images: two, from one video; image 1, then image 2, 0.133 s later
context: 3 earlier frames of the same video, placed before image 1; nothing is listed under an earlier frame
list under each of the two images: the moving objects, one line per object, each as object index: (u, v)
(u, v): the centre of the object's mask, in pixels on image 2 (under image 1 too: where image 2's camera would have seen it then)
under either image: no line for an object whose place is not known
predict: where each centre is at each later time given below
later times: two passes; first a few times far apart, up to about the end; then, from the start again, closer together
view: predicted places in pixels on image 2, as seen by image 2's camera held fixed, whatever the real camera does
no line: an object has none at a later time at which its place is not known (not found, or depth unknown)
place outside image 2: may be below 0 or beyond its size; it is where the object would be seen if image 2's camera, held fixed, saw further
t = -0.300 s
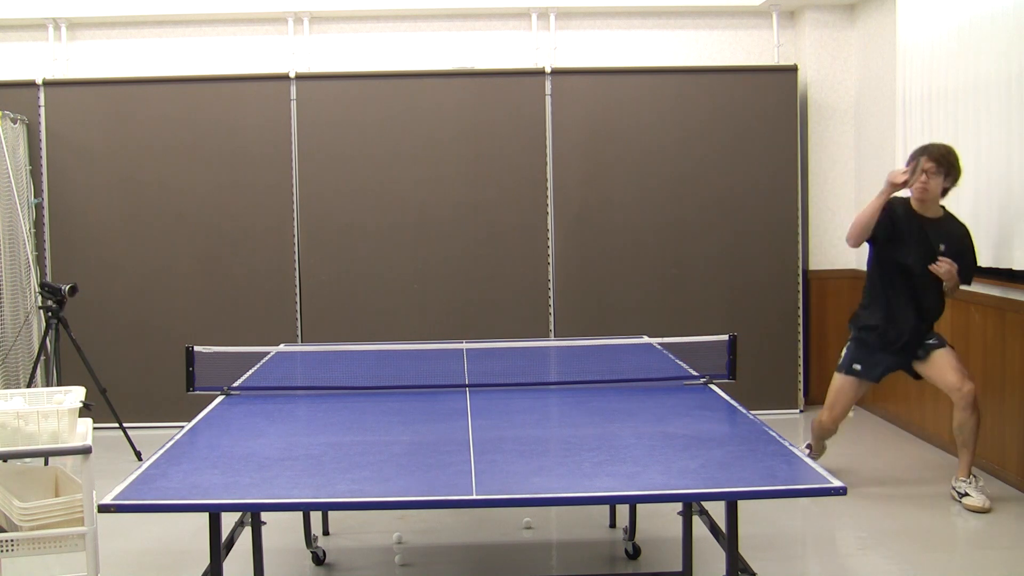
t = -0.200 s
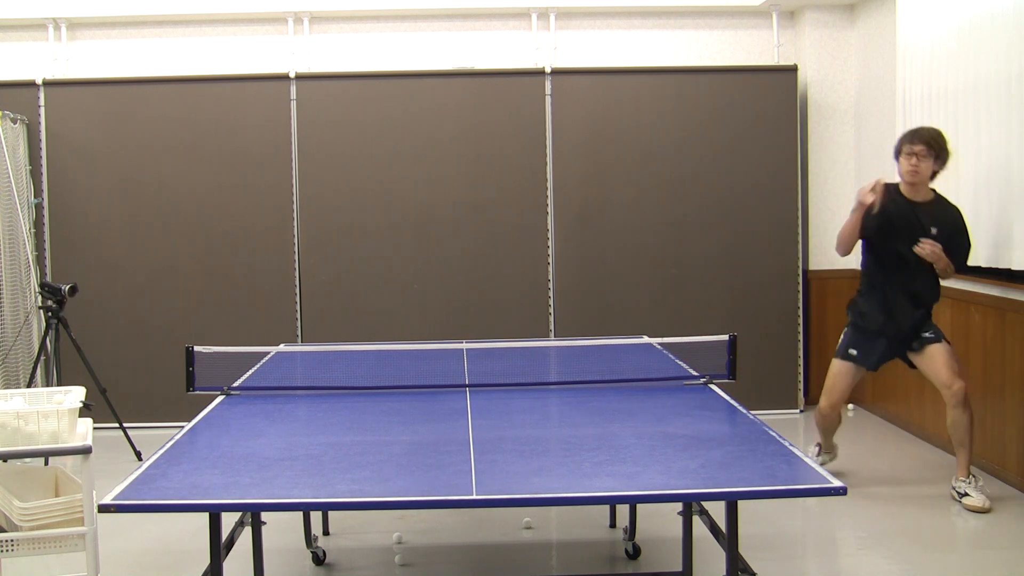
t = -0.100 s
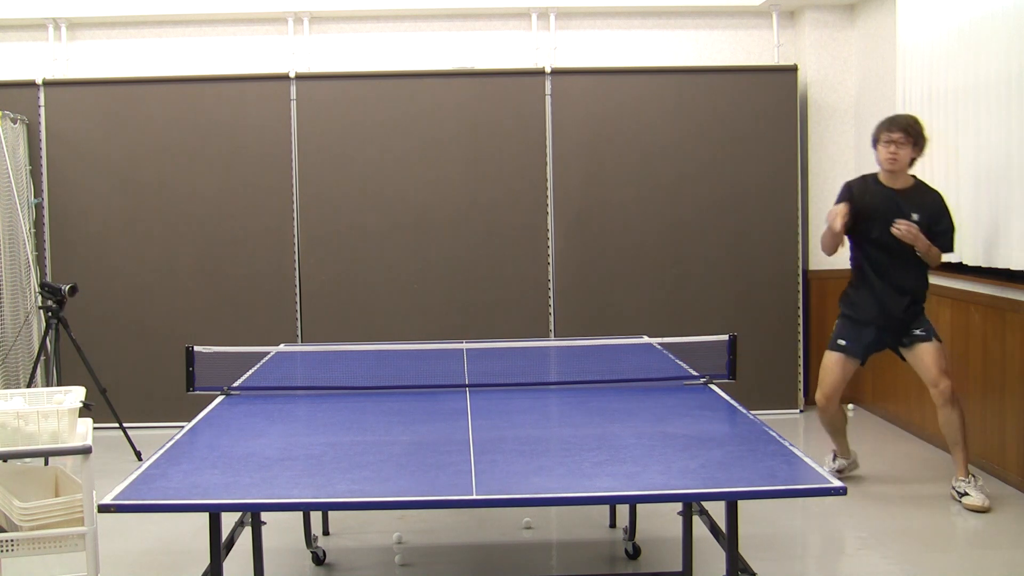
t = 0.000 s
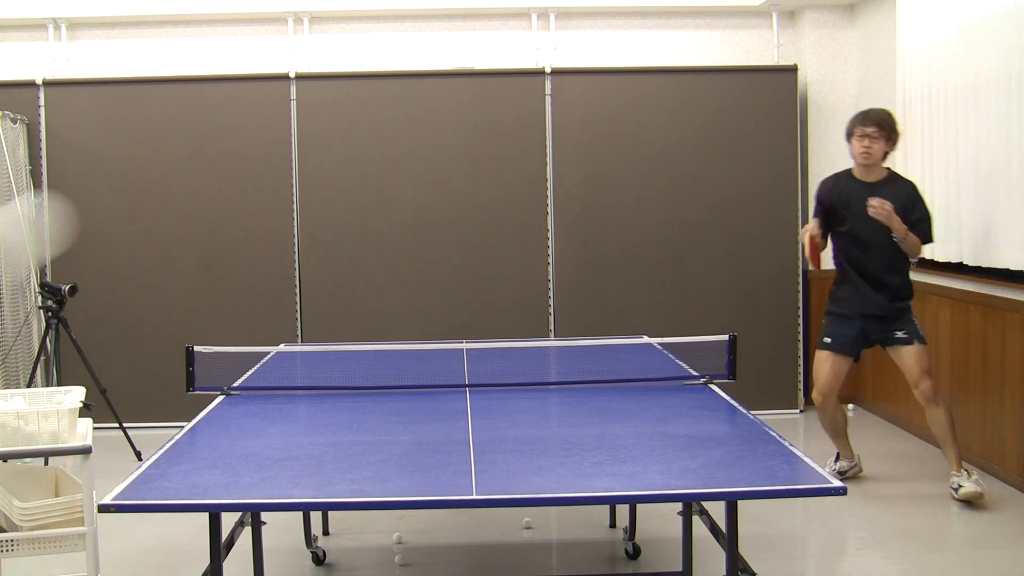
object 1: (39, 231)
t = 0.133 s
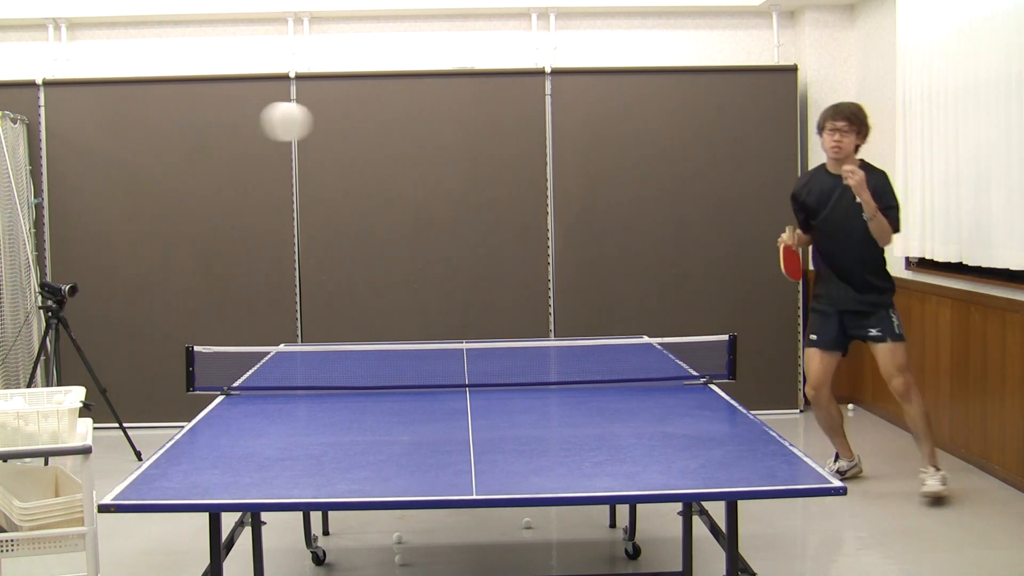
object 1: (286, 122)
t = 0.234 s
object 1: (360, 151)
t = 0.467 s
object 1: (427, 325)
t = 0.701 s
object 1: (438, 317)
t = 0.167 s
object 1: (318, 126)
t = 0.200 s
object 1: (341, 136)
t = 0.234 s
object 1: (360, 151)
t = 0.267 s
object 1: (376, 169)
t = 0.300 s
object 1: (389, 191)
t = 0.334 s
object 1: (399, 215)
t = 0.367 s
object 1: (408, 241)
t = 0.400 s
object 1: (415, 268)
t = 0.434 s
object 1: (422, 296)
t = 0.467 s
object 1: (427, 325)
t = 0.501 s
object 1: (432, 355)
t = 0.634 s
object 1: (439, 372)
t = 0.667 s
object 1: (438, 340)
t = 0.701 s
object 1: (438, 317)
